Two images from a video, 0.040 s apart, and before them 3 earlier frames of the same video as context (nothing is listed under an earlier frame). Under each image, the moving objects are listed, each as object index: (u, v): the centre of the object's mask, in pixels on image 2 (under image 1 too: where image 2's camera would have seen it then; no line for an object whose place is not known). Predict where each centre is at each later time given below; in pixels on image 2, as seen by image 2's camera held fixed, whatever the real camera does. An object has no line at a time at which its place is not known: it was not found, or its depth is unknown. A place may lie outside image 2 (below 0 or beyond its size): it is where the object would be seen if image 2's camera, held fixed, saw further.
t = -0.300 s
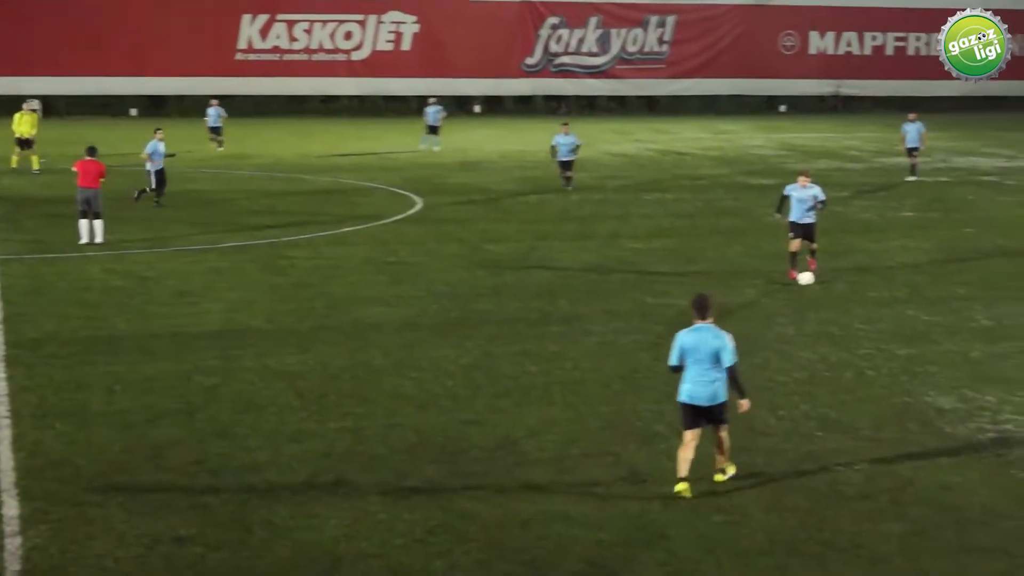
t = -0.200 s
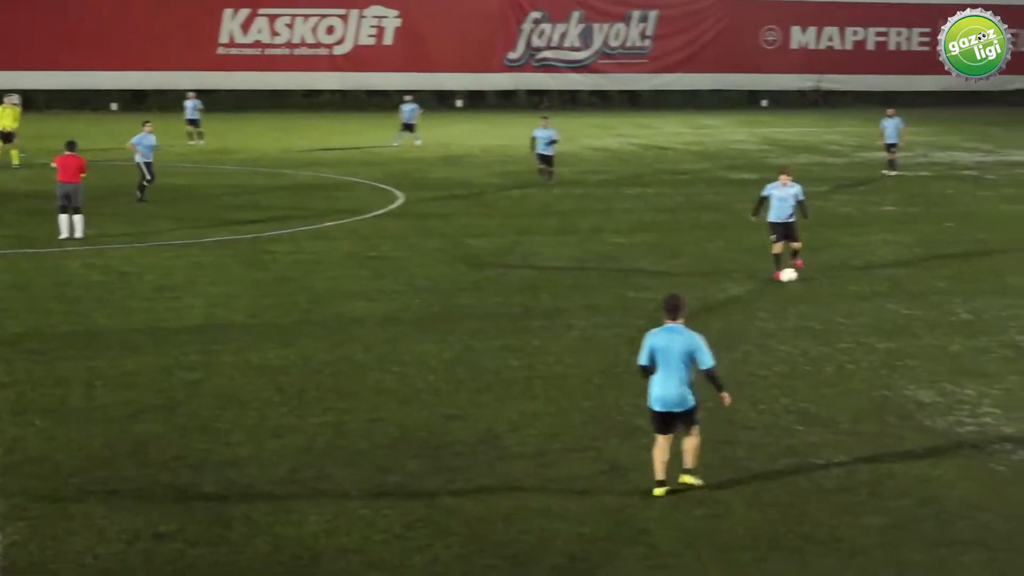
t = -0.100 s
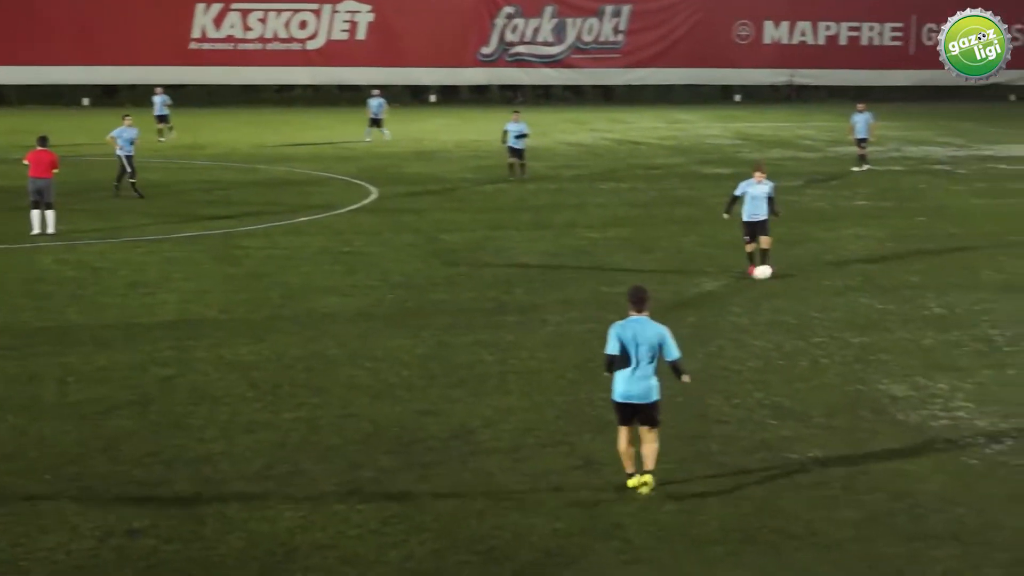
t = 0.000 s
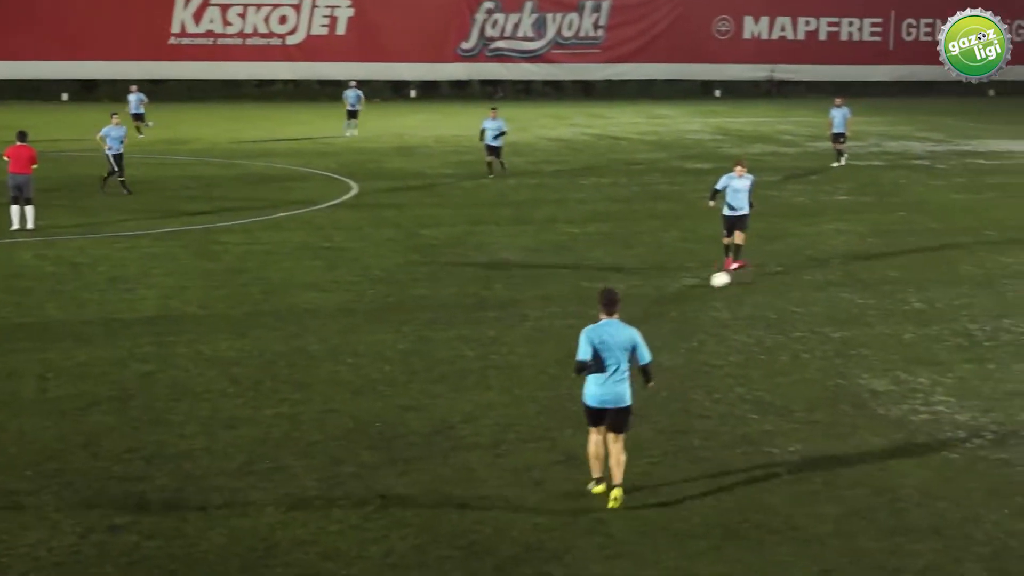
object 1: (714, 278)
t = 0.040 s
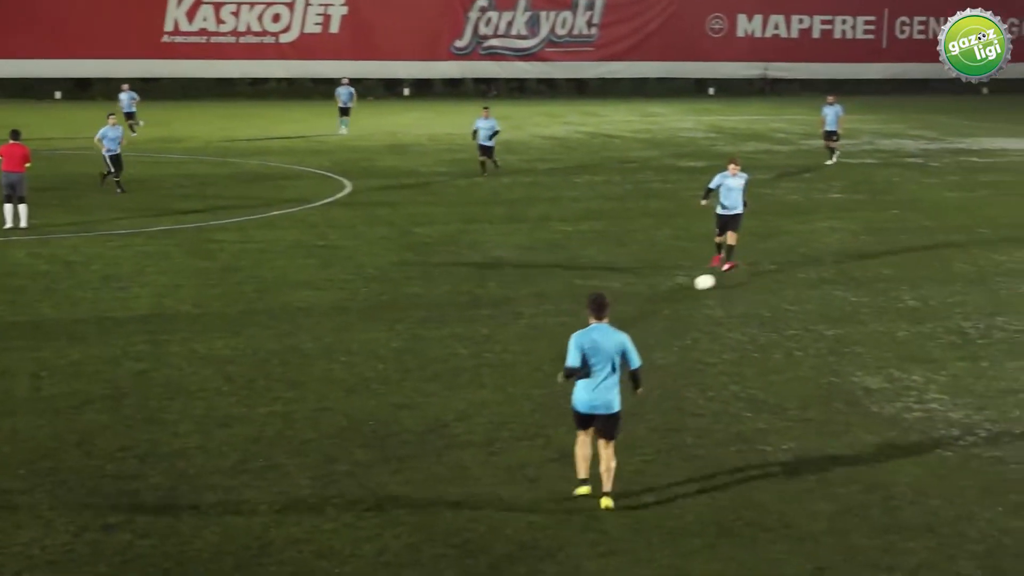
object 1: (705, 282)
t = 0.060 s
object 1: (700, 284)
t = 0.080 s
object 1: (695, 287)
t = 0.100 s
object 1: (690, 289)
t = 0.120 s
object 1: (685, 292)
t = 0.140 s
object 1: (680, 294)
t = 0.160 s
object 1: (674, 296)
